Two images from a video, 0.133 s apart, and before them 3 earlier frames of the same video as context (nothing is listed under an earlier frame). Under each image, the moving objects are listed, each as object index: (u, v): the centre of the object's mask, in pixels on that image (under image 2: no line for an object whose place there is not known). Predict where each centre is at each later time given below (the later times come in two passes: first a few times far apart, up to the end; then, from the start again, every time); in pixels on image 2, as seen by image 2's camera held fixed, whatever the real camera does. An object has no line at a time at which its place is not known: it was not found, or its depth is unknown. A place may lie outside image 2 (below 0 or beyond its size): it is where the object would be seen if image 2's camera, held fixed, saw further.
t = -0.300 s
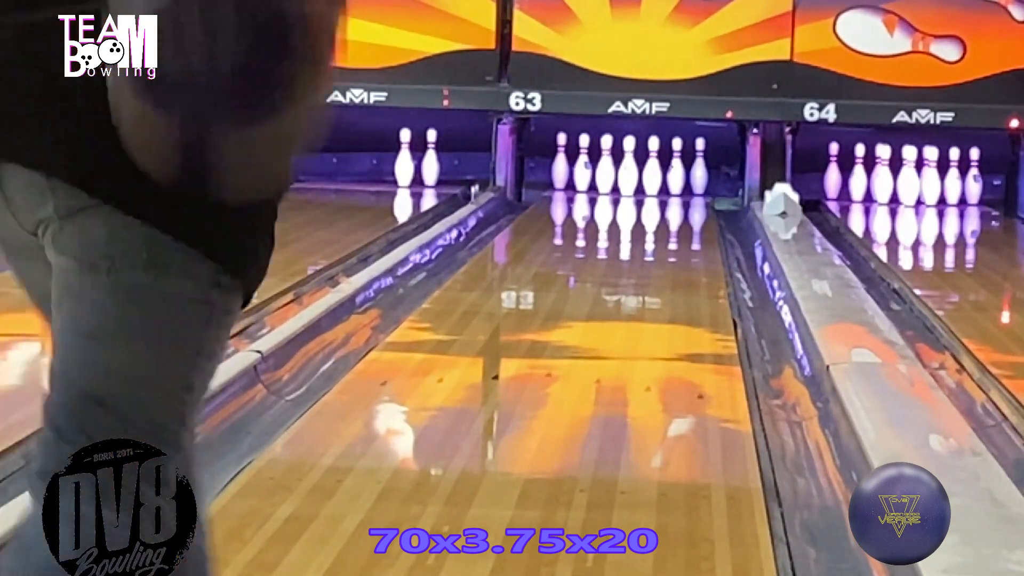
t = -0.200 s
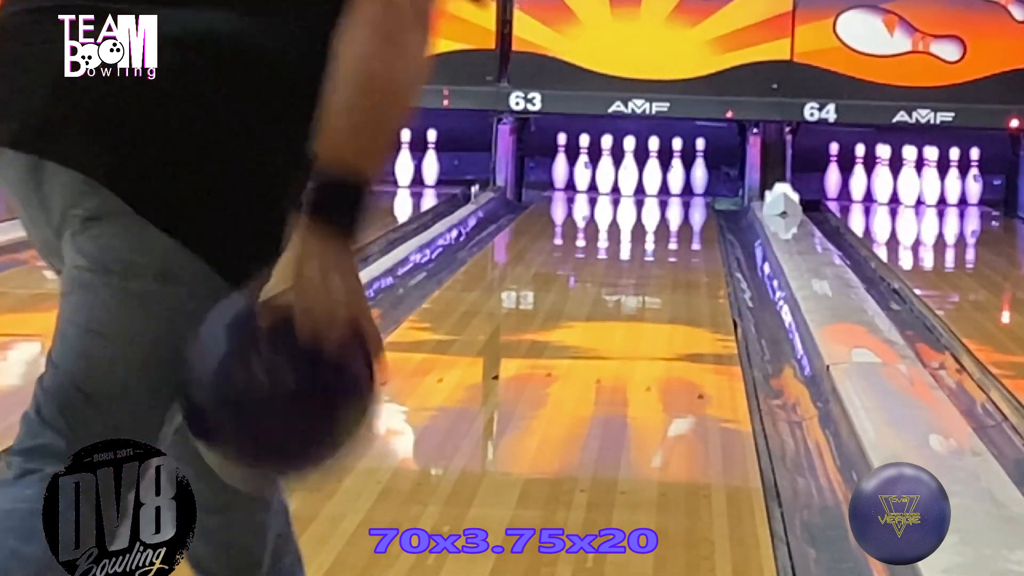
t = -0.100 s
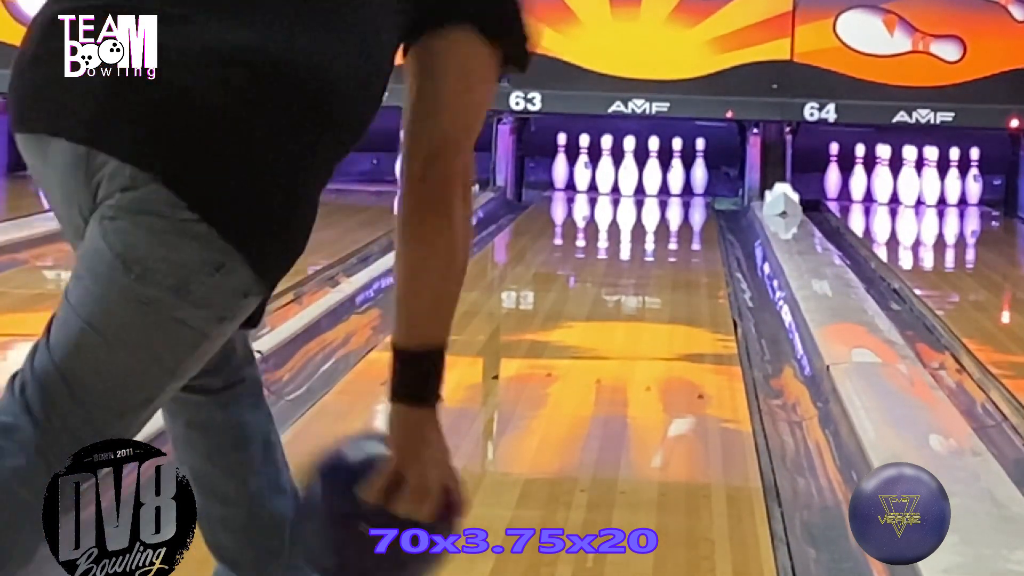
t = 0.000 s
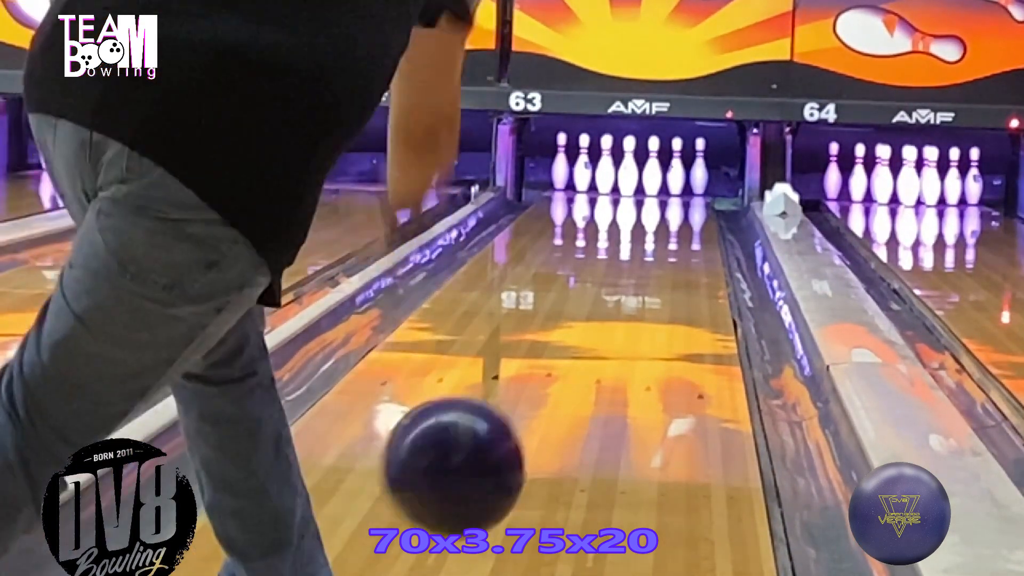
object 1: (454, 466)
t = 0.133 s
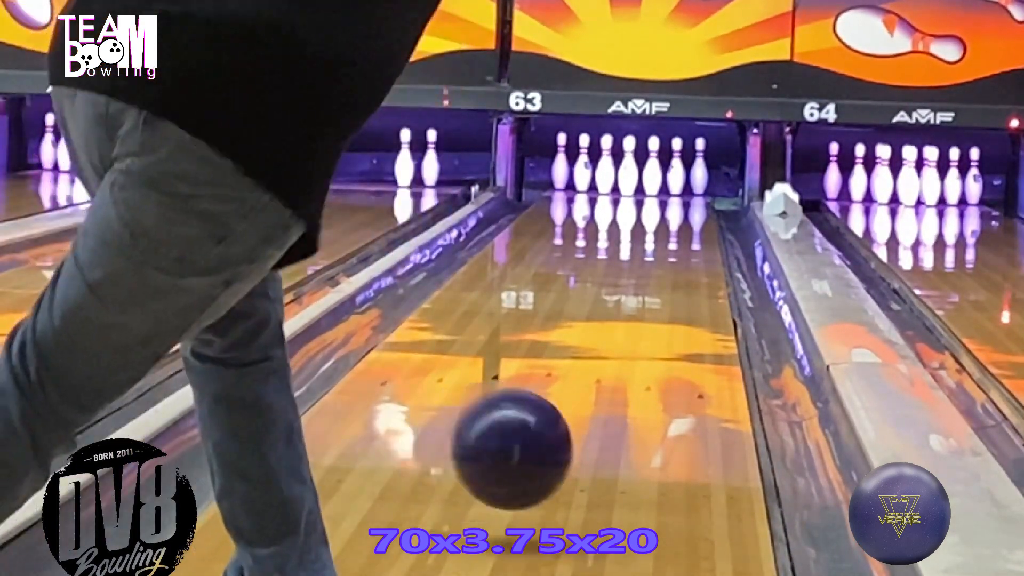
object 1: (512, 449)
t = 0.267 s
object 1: (555, 421)
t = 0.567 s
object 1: (618, 343)
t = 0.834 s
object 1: (653, 297)
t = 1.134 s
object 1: (677, 260)
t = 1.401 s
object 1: (689, 236)
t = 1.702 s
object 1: (693, 217)
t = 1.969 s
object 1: (685, 203)
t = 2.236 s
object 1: (668, 192)
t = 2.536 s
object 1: (652, 181)
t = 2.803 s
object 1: (646, 176)
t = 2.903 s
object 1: (648, 179)
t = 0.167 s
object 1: (523, 460)
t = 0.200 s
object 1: (534, 453)
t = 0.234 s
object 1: (545, 433)
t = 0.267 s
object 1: (555, 421)
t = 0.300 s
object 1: (564, 414)
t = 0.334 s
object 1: (572, 403)
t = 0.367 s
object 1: (580, 393)
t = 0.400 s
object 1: (588, 385)
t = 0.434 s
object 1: (595, 376)
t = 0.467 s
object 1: (601, 366)
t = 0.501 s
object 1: (607, 358)
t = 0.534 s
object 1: (613, 351)
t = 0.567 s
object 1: (618, 343)
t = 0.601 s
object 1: (624, 336)
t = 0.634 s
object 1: (628, 329)
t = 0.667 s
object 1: (633, 324)
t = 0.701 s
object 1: (637, 318)
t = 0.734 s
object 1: (641, 312)
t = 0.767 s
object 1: (645, 307)
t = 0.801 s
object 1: (649, 302)
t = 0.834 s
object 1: (653, 297)
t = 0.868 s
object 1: (656, 292)
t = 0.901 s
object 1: (659, 287)
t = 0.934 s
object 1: (662, 283)
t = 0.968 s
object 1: (665, 278)
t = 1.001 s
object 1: (668, 275)
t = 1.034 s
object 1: (670, 271)
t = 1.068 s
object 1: (672, 267)
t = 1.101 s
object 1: (675, 264)
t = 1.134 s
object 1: (677, 260)
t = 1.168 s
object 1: (679, 257)
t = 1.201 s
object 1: (681, 253)
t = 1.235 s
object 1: (682, 250)
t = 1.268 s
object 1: (683, 247)
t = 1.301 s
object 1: (685, 244)
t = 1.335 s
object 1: (687, 241)
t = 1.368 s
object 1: (688, 238)
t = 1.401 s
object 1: (689, 236)
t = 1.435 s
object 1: (689, 234)
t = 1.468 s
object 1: (690, 232)
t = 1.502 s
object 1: (691, 229)
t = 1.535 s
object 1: (692, 227)
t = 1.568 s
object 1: (692, 225)
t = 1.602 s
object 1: (692, 222)
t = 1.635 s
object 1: (693, 220)
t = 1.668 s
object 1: (693, 218)
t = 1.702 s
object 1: (693, 217)
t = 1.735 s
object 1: (692, 215)
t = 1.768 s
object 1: (692, 213)
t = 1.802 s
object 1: (692, 212)
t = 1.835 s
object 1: (691, 210)
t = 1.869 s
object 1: (690, 208)
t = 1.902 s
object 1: (688, 206)
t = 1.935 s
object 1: (687, 204)
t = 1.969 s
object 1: (685, 203)
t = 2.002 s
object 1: (684, 201)
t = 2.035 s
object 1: (682, 200)
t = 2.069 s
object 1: (680, 198)
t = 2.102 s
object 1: (678, 197)
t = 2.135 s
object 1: (675, 196)
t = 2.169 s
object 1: (673, 194)
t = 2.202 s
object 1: (670, 193)
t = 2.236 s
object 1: (668, 192)
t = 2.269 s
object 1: (665, 191)
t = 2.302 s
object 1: (662, 189)
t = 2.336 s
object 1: (659, 188)
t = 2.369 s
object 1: (657, 187)
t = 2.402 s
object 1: (655, 186)
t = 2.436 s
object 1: (653, 184)
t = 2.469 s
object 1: (654, 182)
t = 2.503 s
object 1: (655, 180)
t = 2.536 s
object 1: (652, 181)
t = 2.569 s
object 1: (652, 179)
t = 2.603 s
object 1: (649, 179)
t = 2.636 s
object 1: (653, 181)
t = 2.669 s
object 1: (654, 180)
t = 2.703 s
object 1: (653, 177)
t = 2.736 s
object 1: (654, 178)
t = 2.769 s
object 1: (650, 177)
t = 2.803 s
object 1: (646, 176)
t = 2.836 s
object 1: (648, 175)
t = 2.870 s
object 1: (648, 176)
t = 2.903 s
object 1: (648, 179)
